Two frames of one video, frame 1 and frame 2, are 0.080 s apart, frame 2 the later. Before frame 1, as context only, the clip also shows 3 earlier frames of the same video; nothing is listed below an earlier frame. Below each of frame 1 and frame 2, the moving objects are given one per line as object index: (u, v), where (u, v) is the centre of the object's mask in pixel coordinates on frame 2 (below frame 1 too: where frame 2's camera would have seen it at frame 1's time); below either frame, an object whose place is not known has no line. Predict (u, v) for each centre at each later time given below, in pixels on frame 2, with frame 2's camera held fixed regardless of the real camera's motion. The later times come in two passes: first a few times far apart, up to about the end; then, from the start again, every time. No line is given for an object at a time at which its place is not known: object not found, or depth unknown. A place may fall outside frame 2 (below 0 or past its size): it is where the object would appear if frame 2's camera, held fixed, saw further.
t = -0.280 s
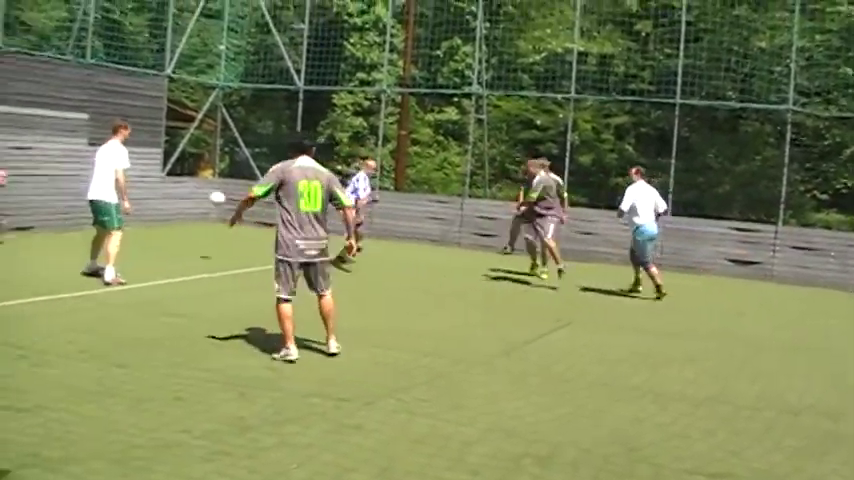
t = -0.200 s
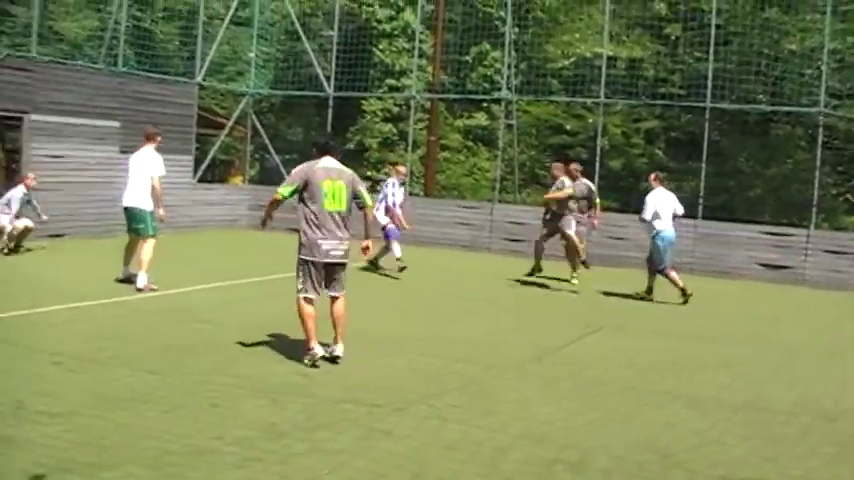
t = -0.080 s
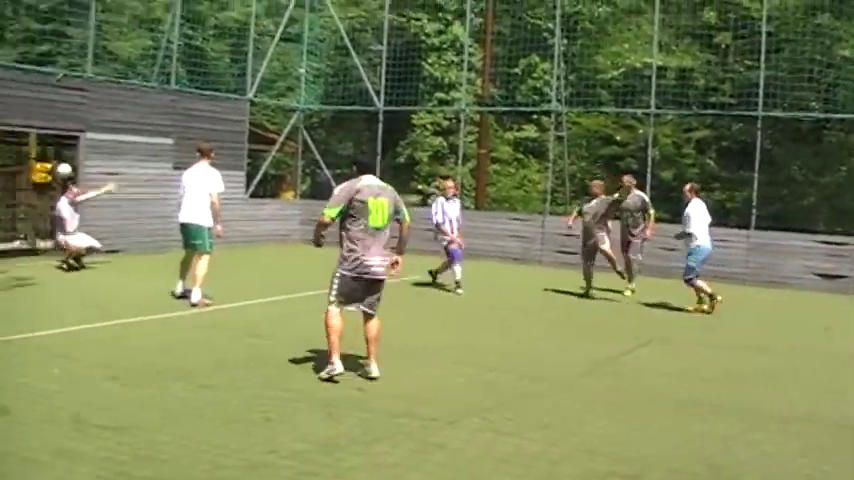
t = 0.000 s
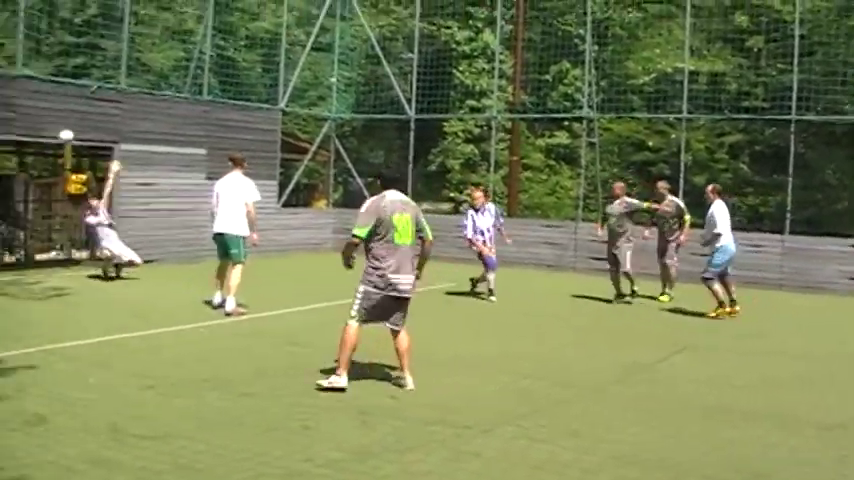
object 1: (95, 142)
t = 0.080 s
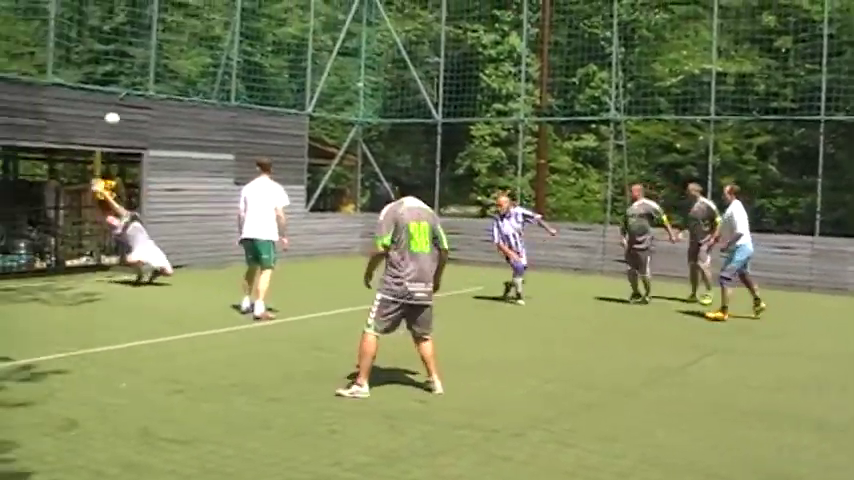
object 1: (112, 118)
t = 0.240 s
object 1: (149, 78)
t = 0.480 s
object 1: (212, 41)
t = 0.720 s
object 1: (289, 42)
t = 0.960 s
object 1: (384, 101)
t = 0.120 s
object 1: (121, 107)
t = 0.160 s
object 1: (129, 96)
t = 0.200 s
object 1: (139, 87)
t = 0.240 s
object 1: (149, 78)
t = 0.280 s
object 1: (158, 70)
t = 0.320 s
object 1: (169, 62)
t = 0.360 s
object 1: (179, 55)
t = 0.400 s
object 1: (190, 49)
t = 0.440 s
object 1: (201, 45)
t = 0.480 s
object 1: (212, 41)
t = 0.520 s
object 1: (225, 39)
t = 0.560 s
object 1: (236, 37)
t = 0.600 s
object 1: (249, 36)
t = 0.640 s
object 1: (262, 37)
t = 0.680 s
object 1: (276, 39)
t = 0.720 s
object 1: (289, 42)
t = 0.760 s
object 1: (304, 48)
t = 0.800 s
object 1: (317, 54)
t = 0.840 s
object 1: (334, 63)
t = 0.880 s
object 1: (350, 73)
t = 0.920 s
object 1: (367, 86)
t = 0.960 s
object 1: (384, 101)
